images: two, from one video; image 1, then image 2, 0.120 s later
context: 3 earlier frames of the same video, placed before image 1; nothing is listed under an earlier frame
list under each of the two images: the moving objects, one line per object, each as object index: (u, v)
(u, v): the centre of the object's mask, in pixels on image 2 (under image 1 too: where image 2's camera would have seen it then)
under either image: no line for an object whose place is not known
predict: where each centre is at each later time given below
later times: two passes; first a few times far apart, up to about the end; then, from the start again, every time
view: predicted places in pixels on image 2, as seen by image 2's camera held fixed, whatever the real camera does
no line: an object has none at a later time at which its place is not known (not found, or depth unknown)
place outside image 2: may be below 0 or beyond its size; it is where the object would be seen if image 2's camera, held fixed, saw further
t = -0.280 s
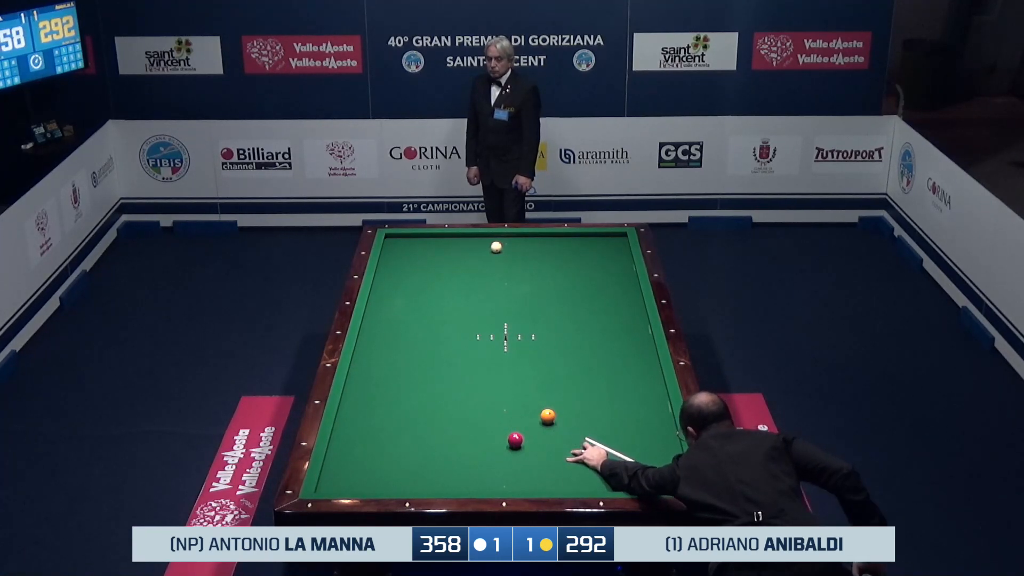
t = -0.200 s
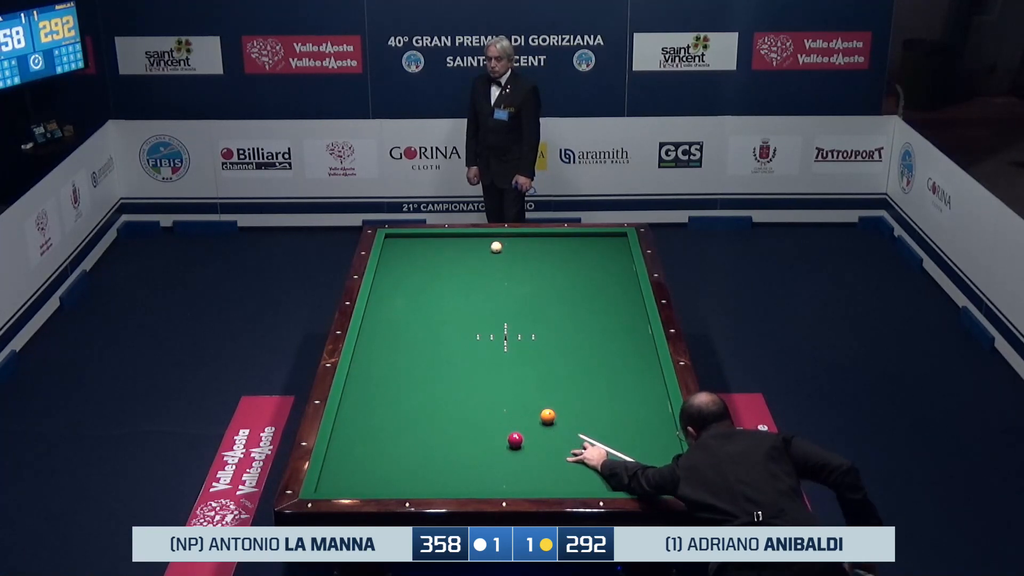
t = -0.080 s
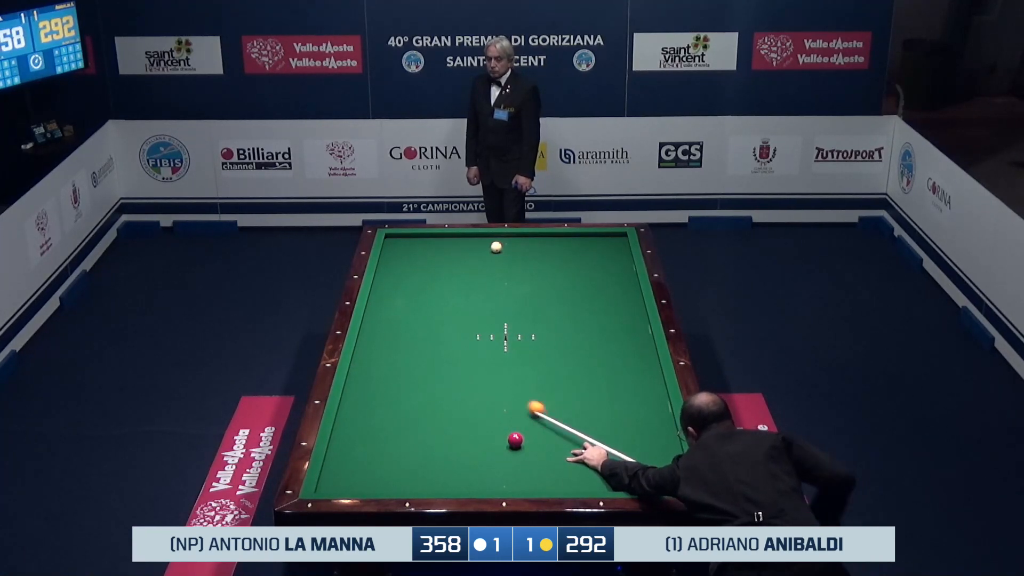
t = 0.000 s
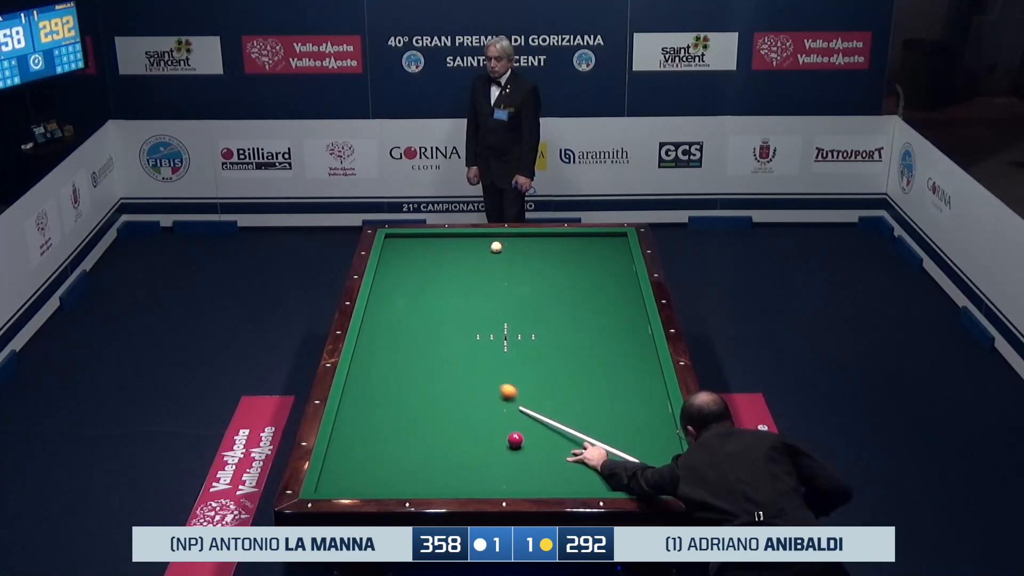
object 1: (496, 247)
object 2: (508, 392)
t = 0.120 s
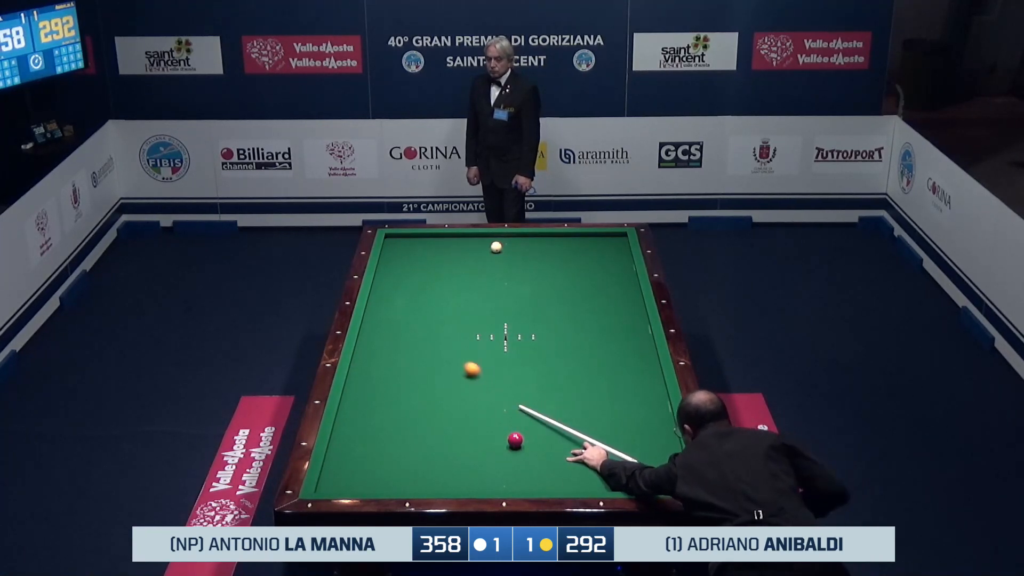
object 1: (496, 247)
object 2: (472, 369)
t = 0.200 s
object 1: (496, 247)
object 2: (450, 356)
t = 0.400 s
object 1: (496, 247)
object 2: (401, 327)
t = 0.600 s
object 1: (496, 247)
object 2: (384, 303)
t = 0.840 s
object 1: (496, 247)
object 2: (426, 282)
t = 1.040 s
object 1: (496, 247)
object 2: (450, 265)
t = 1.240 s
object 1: (496, 247)
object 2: (472, 250)
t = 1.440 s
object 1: (496, 247)
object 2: (492, 235)
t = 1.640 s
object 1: (495, 248)
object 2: (500, 242)
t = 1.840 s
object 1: (492, 254)
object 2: (509, 244)
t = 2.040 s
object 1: (488, 259)
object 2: (519, 246)
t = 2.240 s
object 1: (485, 265)
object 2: (528, 247)
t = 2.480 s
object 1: (480, 272)
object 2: (540, 248)
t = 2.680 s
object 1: (477, 278)
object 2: (549, 249)
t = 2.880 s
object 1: (473, 283)
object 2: (557, 250)
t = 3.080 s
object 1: (469, 289)
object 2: (566, 251)
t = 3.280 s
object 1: (466, 294)
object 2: (574, 251)
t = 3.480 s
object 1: (462, 300)
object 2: (582, 252)
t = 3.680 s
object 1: (458, 305)
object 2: (590, 253)
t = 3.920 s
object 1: (454, 312)
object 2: (599, 254)
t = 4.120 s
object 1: (450, 318)
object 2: (606, 255)
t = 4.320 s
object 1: (447, 323)
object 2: (612, 255)
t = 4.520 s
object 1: (444, 329)
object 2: (619, 256)
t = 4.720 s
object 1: (440, 334)
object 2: (625, 257)
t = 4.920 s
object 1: (437, 339)
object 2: (626, 257)
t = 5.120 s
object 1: (433, 345)
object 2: (622, 257)
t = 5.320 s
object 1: (430, 349)
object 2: (620, 258)
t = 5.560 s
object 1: (426, 356)
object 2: (617, 258)
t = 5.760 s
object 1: (423, 360)
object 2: (615, 258)
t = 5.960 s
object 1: (420, 366)
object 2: (613, 259)
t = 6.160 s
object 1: (416, 371)
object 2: (612, 259)
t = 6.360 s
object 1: (414, 375)
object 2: (611, 259)
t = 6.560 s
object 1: (411, 380)
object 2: (610, 259)
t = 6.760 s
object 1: (408, 385)
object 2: (610, 259)
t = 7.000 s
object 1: (404, 390)
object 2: (610, 259)
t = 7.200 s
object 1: (402, 394)
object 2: (609, 259)
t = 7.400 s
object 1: (399, 398)
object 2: (609, 259)
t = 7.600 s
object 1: (397, 403)
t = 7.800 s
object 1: (394, 407)
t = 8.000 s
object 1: (392, 410)
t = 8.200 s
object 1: (389, 414)
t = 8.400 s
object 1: (387, 418)
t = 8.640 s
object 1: (384, 422)
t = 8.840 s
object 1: (382, 425)
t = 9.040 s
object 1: (380, 428)
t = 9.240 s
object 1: (378, 430)
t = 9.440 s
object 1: (377, 433)
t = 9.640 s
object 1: (375, 435)
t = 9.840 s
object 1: (374, 437)
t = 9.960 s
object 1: (373, 438)
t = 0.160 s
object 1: (496, 247)
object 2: (461, 363)
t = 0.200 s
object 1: (496, 247)
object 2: (450, 356)
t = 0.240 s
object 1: (496, 247)
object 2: (440, 350)
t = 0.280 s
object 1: (496, 247)
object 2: (430, 344)
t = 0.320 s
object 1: (496, 247)
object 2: (420, 338)
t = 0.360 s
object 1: (496, 247)
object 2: (411, 333)
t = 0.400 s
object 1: (496, 247)
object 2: (401, 327)
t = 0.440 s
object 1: (496, 247)
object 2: (392, 322)
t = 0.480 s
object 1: (496, 247)
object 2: (383, 317)
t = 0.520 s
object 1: (496, 247)
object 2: (375, 311)
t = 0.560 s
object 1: (496, 247)
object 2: (374, 307)
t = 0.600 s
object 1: (496, 247)
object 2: (384, 303)
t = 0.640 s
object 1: (496, 247)
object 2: (392, 300)
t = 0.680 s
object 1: (496, 247)
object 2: (400, 296)
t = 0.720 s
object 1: (496, 247)
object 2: (408, 293)
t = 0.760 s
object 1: (496, 247)
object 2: (415, 289)
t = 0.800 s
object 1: (496, 247)
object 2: (421, 285)
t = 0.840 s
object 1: (496, 247)
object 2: (426, 282)
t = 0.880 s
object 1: (496, 247)
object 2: (431, 279)
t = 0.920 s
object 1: (496, 247)
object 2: (436, 275)
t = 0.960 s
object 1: (496, 247)
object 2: (441, 272)
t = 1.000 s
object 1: (496, 247)
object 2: (445, 269)
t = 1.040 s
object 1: (496, 247)
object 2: (450, 265)
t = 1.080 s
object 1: (496, 247)
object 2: (455, 262)
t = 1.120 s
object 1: (496, 247)
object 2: (459, 259)
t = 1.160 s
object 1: (496, 247)
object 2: (463, 256)
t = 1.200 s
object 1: (496, 247)
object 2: (468, 253)
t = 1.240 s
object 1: (496, 247)
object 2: (472, 250)
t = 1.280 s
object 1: (496, 247)
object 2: (476, 247)
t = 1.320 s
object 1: (496, 247)
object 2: (480, 244)
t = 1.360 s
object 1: (496, 247)
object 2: (484, 241)
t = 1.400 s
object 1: (496, 247)
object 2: (488, 238)
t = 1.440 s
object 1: (496, 247)
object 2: (492, 235)
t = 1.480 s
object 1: (496, 247)
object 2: (494, 236)
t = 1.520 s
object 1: (496, 247)
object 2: (495, 237)
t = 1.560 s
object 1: (496, 248)
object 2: (496, 239)
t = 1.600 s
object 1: (496, 248)
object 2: (498, 240)
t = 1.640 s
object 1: (495, 248)
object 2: (500, 242)
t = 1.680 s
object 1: (494, 250)
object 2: (501, 243)
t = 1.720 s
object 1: (494, 251)
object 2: (503, 244)
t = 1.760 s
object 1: (493, 252)
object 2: (505, 244)
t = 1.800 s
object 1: (492, 253)
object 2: (507, 244)
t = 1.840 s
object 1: (492, 254)
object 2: (509, 244)
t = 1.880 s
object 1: (491, 255)
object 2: (511, 245)
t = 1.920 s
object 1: (490, 256)
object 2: (513, 245)
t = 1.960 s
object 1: (490, 257)
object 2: (515, 245)
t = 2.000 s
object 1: (489, 258)
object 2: (517, 245)
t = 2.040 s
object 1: (488, 259)
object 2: (519, 246)
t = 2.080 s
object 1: (487, 261)
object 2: (521, 246)
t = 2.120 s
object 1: (487, 262)
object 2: (523, 246)
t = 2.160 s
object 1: (486, 263)
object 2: (525, 246)
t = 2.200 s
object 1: (486, 264)
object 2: (526, 246)
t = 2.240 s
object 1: (485, 265)
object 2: (528, 247)
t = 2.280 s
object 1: (484, 266)
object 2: (530, 247)
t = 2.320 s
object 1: (483, 267)
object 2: (532, 247)
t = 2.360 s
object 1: (483, 268)
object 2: (534, 247)
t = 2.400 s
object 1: (482, 270)
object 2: (536, 247)
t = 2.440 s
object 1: (481, 271)
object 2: (538, 248)
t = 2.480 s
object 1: (480, 272)
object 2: (540, 248)
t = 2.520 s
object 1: (480, 273)
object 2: (542, 248)
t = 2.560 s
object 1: (479, 274)
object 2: (543, 248)
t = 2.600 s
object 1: (478, 275)
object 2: (545, 248)
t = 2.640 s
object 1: (477, 276)
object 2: (547, 249)
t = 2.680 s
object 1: (477, 278)
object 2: (549, 249)
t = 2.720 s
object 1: (476, 279)
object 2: (551, 249)
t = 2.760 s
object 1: (475, 280)
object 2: (552, 249)
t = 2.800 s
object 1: (474, 281)
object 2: (554, 249)
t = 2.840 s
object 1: (474, 282)
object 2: (556, 250)
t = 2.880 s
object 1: (473, 283)
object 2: (557, 250)
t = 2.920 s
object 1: (472, 284)
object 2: (559, 250)
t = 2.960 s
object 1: (472, 285)
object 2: (561, 250)
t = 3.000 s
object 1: (471, 286)
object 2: (563, 250)
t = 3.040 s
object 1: (470, 288)
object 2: (564, 250)
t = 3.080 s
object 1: (469, 289)
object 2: (566, 251)
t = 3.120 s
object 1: (469, 290)
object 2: (568, 251)
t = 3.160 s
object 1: (468, 291)
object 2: (569, 251)
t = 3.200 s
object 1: (467, 292)
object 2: (571, 251)
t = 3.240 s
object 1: (467, 293)
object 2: (573, 251)
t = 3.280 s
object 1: (466, 294)
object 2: (574, 251)
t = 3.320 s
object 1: (465, 295)
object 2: (576, 252)
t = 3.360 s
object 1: (464, 297)
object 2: (577, 252)
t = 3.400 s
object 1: (463, 298)
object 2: (579, 252)
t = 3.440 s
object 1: (463, 299)
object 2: (581, 252)
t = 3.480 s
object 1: (462, 300)
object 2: (582, 252)
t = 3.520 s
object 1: (461, 301)
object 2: (583, 252)
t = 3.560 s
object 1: (461, 302)
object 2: (585, 253)
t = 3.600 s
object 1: (460, 303)
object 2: (586, 253)
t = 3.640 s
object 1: (459, 304)
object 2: (588, 253)
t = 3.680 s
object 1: (458, 305)
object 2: (590, 253)
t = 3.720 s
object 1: (458, 307)
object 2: (591, 253)
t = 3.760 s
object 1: (457, 308)
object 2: (593, 253)
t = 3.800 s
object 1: (456, 309)
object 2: (594, 253)
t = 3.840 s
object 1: (455, 310)
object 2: (596, 254)
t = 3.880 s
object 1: (455, 311)
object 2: (597, 254)
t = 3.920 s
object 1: (454, 312)
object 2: (599, 254)
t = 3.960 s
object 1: (453, 314)
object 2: (600, 254)
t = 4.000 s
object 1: (453, 315)
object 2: (602, 254)
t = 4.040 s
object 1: (452, 315)
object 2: (603, 254)
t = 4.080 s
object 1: (451, 317)
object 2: (604, 254)
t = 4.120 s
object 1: (450, 318)
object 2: (606, 255)
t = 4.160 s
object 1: (450, 319)
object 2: (607, 255)
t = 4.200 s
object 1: (449, 320)
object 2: (608, 255)
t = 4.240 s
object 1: (448, 321)
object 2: (610, 255)
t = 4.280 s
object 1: (448, 322)
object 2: (611, 255)
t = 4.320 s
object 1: (447, 323)
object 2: (612, 255)
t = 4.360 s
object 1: (446, 324)
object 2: (614, 255)
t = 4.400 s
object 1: (446, 325)
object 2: (615, 256)
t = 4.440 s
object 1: (445, 326)
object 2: (616, 256)
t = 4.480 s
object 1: (444, 328)
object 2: (618, 256)
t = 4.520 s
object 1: (444, 329)
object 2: (619, 256)
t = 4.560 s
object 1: (443, 330)
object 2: (620, 256)
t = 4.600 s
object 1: (442, 331)
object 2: (622, 256)
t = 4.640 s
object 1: (441, 332)
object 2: (623, 256)
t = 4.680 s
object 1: (441, 333)
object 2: (624, 257)
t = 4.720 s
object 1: (440, 334)
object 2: (625, 257)
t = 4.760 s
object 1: (439, 335)
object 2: (626, 257)
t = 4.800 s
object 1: (439, 336)
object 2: (627, 257)
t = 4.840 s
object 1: (438, 337)
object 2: (627, 257)
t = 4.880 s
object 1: (437, 338)
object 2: (626, 257)
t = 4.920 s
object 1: (437, 339)
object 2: (626, 257)
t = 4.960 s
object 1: (436, 340)
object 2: (625, 257)
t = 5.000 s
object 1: (435, 341)
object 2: (624, 257)
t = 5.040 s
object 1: (434, 342)
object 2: (624, 257)
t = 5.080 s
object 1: (434, 344)
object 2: (623, 257)
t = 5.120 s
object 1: (433, 345)
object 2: (622, 257)
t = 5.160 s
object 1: (432, 346)
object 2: (622, 258)
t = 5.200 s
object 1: (432, 346)
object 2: (621, 258)
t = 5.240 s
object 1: (431, 347)
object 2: (621, 258)
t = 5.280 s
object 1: (431, 348)
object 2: (620, 258)
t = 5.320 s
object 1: (430, 349)
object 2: (620, 258)
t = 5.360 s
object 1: (429, 351)
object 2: (619, 258)
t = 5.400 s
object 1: (428, 351)
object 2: (619, 258)
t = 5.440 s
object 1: (428, 353)
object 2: (619, 258)
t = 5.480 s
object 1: (427, 354)
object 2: (618, 258)
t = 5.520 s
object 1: (426, 355)
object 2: (618, 258)
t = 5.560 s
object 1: (426, 356)
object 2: (617, 258)
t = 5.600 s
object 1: (425, 356)
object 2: (617, 258)
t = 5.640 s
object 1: (424, 358)
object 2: (616, 258)
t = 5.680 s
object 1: (424, 359)
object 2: (616, 258)
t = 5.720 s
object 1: (423, 360)
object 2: (616, 258)
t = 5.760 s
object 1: (423, 360)
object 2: (615, 258)
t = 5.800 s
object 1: (422, 362)
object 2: (615, 258)
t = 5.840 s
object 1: (422, 362)
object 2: (615, 258)
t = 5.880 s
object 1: (421, 364)
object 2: (614, 259)
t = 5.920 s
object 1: (420, 365)
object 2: (614, 259)
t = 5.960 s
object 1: (420, 366)
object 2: (613, 259)
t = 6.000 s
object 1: (419, 367)
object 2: (613, 259)
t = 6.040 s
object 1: (418, 368)
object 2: (613, 259)
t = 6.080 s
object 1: (418, 368)
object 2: (612, 259)
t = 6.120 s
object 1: (417, 370)
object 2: (612, 259)
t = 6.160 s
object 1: (416, 371)
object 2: (612, 259)
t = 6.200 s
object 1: (416, 372)
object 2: (612, 259)
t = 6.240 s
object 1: (415, 373)
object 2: (612, 259)
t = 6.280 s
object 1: (415, 374)
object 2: (612, 259)
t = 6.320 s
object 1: (414, 374)
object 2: (611, 259)
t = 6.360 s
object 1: (414, 375)
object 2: (611, 259)
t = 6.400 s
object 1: (413, 376)
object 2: (611, 259)
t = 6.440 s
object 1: (412, 377)
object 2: (611, 259)
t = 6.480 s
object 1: (412, 378)
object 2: (611, 259)
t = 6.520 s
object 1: (411, 378)
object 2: (611, 259)
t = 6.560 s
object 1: (411, 380)
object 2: (610, 259)
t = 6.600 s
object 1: (410, 380)
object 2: (610, 259)
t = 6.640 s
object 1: (409, 382)
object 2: (610, 259)
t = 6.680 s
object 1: (409, 383)
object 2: (610, 259)
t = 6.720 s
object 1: (408, 384)
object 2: (610, 259)
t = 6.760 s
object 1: (408, 385)
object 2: (610, 259)
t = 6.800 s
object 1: (407, 386)
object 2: (609, 259)
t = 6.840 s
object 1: (406, 387)
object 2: (609, 259)
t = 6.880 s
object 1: (406, 387)
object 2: (609, 259)
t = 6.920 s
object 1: (405, 388)
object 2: (609, 259)
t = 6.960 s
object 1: (405, 389)
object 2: (609, 259)
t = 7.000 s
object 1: (404, 390)
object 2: (610, 259)
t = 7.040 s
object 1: (404, 391)
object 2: (609, 259)
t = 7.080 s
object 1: (403, 392)
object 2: (609, 259)
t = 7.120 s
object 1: (403, 393)
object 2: (609, 259)
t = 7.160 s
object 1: (402, 393)
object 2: (609, 259)
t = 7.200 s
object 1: (402, 394)
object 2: (609, 259)
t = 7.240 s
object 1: (401, 395)
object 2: (609, 259)
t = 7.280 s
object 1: (401, 396)
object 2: (609, 259)
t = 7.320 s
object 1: (400, 397)
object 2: (609, 259)
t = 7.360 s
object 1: (400, 398)
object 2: (609, 259)
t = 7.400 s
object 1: (399, 398)
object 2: (609, 259)
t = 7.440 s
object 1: (399, 399)
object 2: (609, 259)
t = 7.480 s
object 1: (398, 400)
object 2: (609, 259)
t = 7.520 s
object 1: (398, 401)
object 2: (609, 259)
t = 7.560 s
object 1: (397, 402)
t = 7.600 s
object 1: (397, 403)
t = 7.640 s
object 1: (396, 403)
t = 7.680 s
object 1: (396, 404)
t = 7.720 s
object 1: (395, 405)
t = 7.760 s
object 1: (395, 406)
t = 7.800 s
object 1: (394, 407)
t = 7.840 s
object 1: (394, 408)
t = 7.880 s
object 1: (393, 408)
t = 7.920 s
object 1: (393, 409)
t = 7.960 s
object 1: (392, 410)
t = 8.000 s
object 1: (392, 410)
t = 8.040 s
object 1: (391, 411)
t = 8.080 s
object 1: (390, 412)
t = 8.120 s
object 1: (390, 413)
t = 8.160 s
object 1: (390, 414)
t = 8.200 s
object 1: (389, 414)
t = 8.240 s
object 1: (389, 415)
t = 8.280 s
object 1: (388, 415)
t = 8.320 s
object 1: (388, 416)
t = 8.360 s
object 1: (387, 417)
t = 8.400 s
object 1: (387, 418)
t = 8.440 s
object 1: (386, 418)
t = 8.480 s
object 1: (386, 419)
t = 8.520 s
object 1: (386, 420)
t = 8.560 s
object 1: (385, 420)
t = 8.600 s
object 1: (384, 421)
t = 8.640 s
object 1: (384, 422)
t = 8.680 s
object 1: (384, 422)
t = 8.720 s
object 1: (383, 423)
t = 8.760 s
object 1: (383, 424)
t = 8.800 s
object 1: (382, 424)
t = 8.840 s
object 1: (382, 425)
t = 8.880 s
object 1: (382, 425)
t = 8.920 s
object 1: (381, 426)
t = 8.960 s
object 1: (381, 426)
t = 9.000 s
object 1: (380, 427)
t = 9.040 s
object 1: (380, 428)
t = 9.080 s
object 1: (380, 428)
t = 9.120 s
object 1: (379, 428)
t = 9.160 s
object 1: (379, 429)
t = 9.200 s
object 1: (379, 430)
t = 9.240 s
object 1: (378, 430)
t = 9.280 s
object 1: (378, 431)
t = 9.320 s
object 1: (378, 431)
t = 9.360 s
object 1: (377, 432)
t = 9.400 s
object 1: (377, 432)
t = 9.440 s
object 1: (377, 433)
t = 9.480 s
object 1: (376, 434)
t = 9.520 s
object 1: (376, 434)
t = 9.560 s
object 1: (376, 434)
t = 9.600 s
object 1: (376, 435)
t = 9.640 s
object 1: (375, 435)
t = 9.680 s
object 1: (375, 435)
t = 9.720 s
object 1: (375, 436)
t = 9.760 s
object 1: (375, 436)
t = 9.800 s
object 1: (374, 437)
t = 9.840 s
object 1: (374, 437)
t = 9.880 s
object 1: (374, 438)
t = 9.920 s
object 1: (373, 438)
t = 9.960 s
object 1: (373, 438)
